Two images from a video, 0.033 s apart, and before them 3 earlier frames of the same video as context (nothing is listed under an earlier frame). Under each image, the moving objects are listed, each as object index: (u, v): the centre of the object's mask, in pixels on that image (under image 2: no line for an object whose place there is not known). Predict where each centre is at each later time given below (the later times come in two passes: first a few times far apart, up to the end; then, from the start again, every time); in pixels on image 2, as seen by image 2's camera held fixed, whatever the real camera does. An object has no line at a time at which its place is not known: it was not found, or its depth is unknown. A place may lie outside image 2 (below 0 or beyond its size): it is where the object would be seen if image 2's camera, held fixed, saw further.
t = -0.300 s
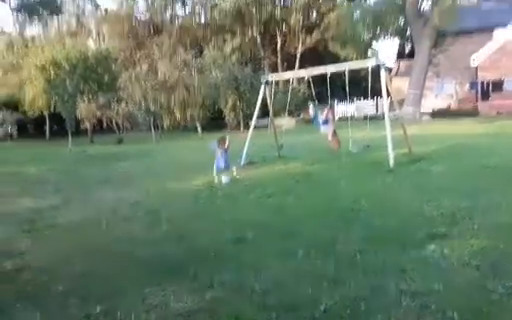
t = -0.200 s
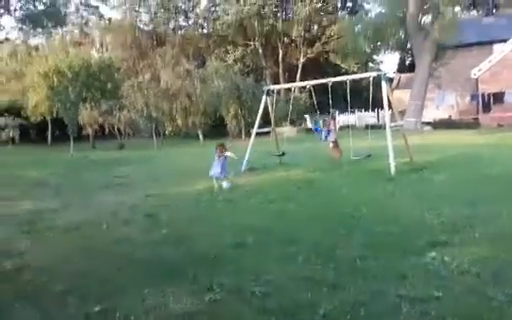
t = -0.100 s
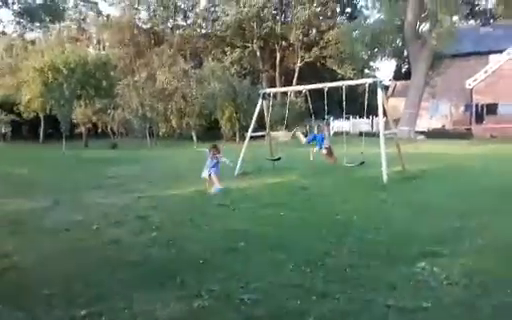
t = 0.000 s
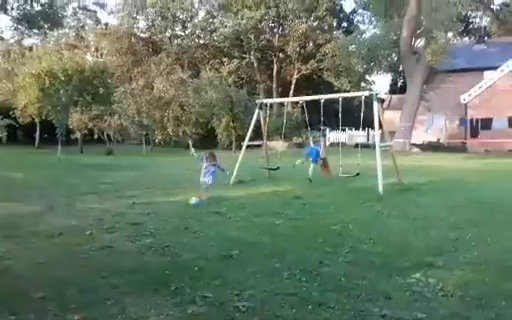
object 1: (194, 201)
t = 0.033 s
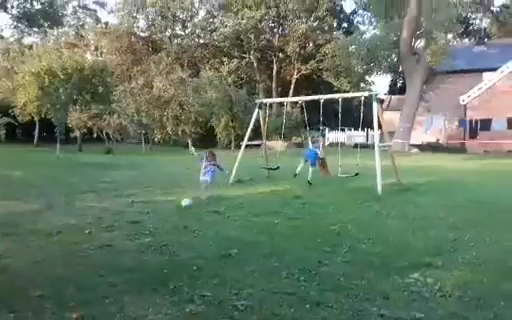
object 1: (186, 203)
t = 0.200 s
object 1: (157, 209)
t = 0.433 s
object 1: (117, 223)
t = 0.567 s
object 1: (92, 228)
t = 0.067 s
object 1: (179, 205)
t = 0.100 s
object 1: (173, 207)
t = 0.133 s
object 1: (168, 208)
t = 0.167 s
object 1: (162, 209)
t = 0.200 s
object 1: (157, 209)
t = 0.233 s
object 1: (151, 211)
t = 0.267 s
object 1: (146, 215)
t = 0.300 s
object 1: (140, 216)
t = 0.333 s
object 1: (136, 217)
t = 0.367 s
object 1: (130, 218)
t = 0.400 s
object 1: (123, 220)
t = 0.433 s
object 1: (117, 223)
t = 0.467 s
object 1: (110, 226)
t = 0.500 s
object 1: (104, 227)
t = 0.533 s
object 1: (99, 227)
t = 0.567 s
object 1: (92, 228)
